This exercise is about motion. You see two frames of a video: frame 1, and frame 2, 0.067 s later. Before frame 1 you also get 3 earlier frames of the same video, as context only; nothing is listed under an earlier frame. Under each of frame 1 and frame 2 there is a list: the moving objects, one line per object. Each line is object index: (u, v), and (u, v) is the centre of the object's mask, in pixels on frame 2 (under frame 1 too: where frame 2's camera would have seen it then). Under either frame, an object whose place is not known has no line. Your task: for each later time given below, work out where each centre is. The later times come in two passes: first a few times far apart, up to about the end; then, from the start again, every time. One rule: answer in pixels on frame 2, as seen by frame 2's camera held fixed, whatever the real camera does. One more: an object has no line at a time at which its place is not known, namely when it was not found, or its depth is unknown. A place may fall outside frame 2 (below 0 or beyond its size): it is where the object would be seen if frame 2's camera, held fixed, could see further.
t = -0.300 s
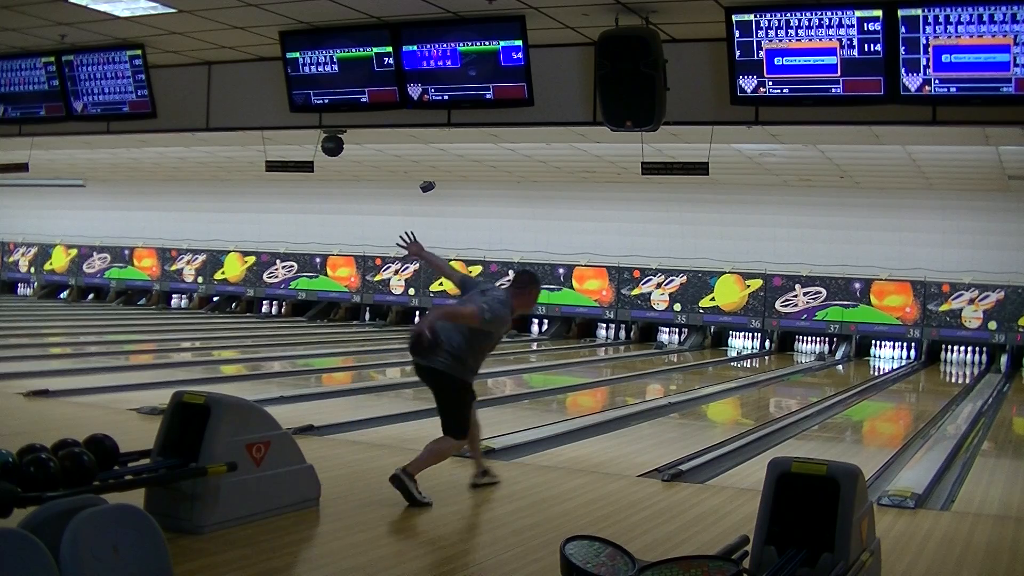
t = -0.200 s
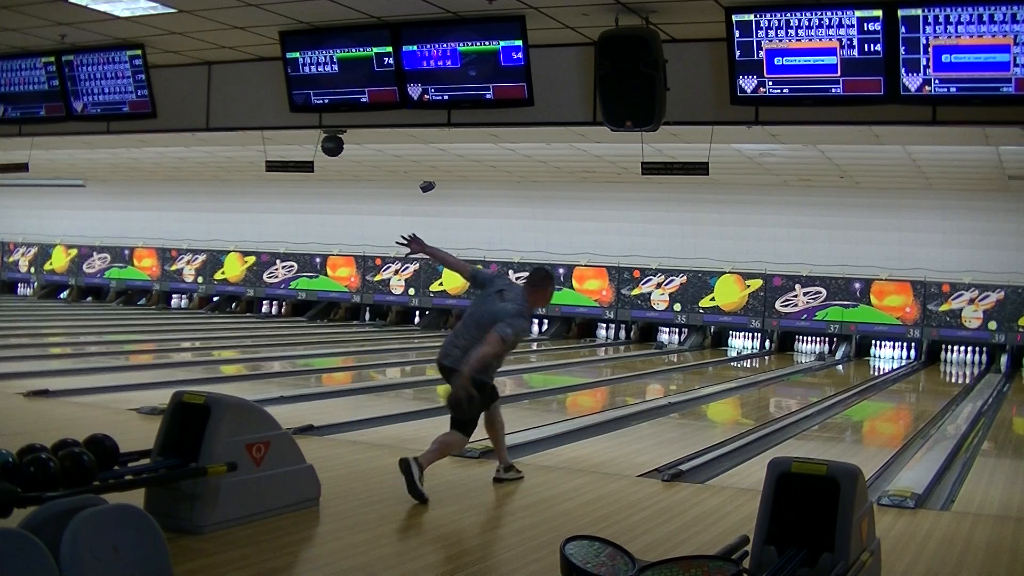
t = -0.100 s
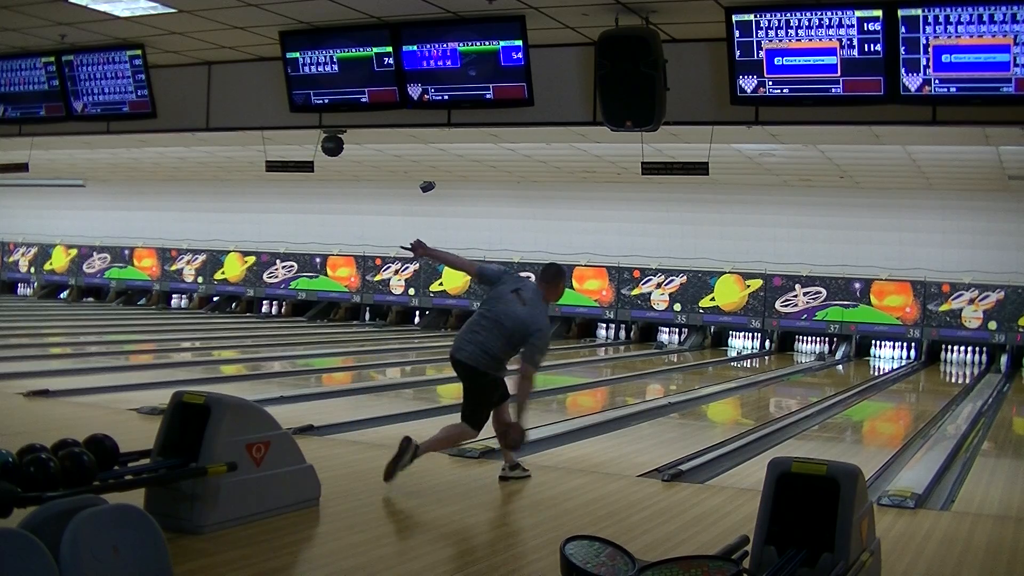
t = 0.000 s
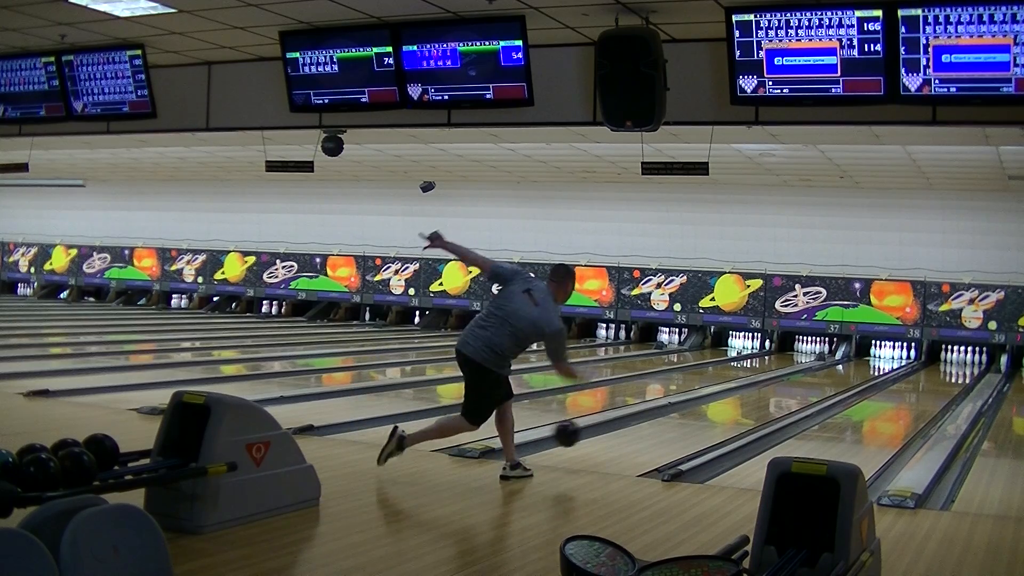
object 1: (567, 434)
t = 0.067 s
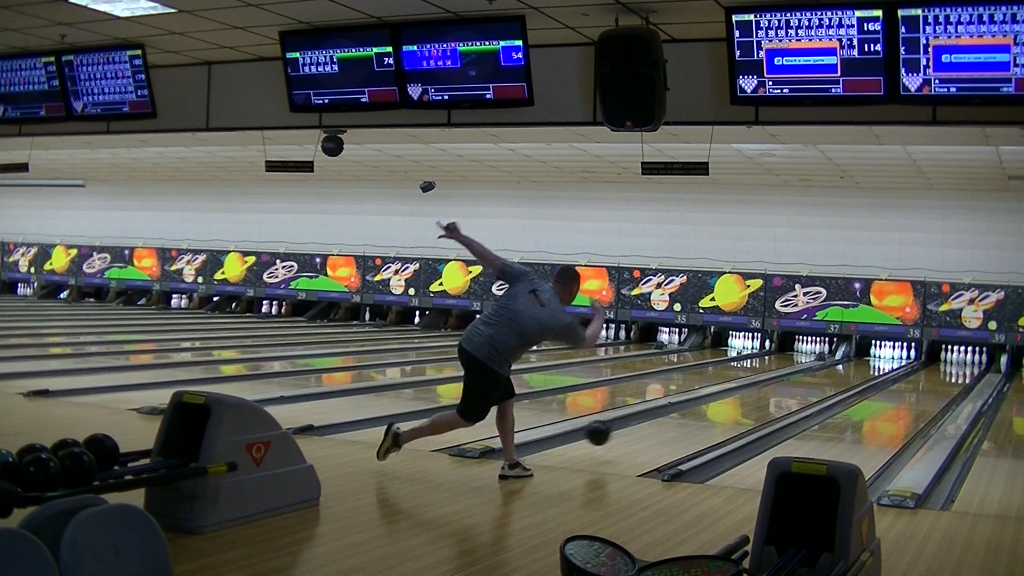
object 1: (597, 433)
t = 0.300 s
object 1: (683, 425)
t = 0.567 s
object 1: (751, 405)
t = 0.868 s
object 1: (804, 389)
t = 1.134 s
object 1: (837, 379)
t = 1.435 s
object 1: (864, 371)
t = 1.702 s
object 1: (879, 365)
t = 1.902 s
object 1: (885, 361)
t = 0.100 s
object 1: (612, 435)
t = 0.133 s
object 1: (625, 438)
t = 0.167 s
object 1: (638, 436)
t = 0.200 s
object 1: (650, 433)
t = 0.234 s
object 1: (662, 430)
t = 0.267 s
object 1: (673, 428)
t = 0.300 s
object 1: (683, 425)
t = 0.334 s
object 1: (693, 422)
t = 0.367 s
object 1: (703, 419)
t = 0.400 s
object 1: (712, 417)
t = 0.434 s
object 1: (720, 414)
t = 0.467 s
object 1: (729, 411)
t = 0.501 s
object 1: (737, 409)
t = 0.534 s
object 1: (744, 407)
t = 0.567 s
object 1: (751, 405)
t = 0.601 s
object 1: (759, 403)
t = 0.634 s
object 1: (765, 401)
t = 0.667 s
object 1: (771, 399)
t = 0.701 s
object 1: (777, 398)
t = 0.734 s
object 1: (783, 396)
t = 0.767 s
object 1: (789, 394)
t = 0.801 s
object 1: (793, 392)
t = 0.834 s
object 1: (799, 391)
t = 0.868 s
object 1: (804, 389)
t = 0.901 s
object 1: (808, 388)
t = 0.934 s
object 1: (813, 387)
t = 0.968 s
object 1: (817, 385)
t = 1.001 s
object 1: (821, 384)
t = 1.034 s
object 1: (826, 383)
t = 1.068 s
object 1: (830, 382)
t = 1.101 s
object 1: (833, 381)
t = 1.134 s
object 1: (837, 379)
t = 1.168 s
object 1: (840, 378)
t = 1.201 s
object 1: (844, 377)
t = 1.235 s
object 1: (847, 376)
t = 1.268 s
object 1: (850, 375)
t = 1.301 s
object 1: (853, 374)
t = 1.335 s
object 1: (855, 373)
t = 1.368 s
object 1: (858, 373)
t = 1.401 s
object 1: (861, 372)
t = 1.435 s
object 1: (864, 371)
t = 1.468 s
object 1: (865, 370)
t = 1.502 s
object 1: (867, 368)
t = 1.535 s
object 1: (869, 368)
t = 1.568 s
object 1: (872, 367)
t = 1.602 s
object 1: (874, 367)
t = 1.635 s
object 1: (875, 365)
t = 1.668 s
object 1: (877, 365)
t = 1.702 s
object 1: (879, 365)
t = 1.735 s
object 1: (880, 364)
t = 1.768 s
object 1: (881, 363)
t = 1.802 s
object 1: (883, 363)
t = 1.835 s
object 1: (883, 362)
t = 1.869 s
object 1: (884, 361)
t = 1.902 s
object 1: (885, 361)
